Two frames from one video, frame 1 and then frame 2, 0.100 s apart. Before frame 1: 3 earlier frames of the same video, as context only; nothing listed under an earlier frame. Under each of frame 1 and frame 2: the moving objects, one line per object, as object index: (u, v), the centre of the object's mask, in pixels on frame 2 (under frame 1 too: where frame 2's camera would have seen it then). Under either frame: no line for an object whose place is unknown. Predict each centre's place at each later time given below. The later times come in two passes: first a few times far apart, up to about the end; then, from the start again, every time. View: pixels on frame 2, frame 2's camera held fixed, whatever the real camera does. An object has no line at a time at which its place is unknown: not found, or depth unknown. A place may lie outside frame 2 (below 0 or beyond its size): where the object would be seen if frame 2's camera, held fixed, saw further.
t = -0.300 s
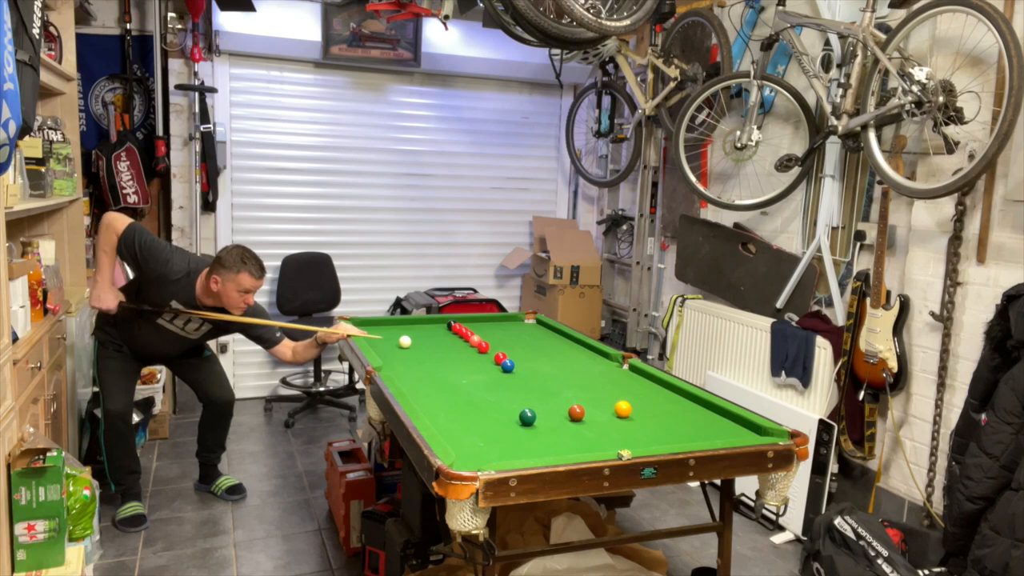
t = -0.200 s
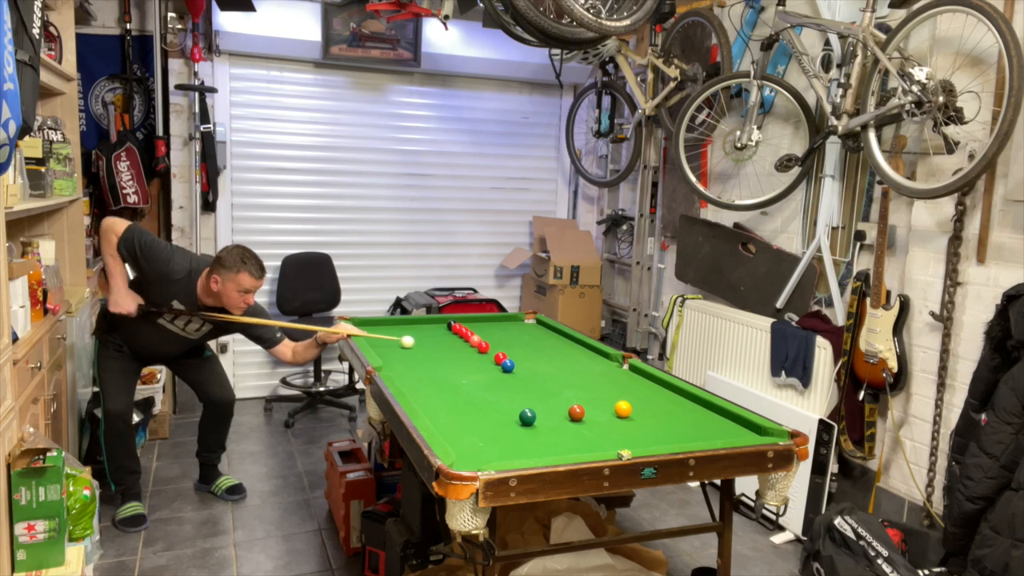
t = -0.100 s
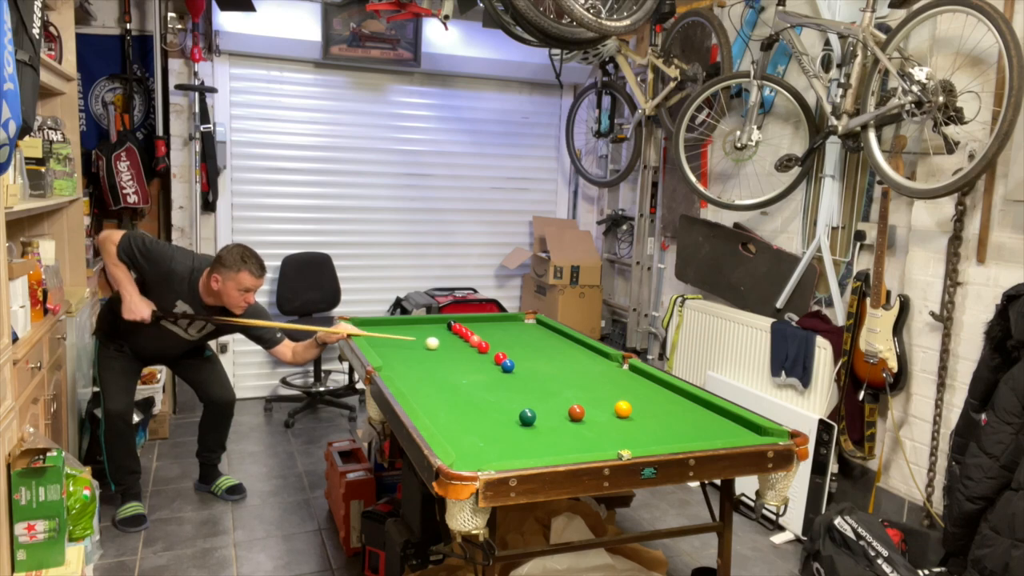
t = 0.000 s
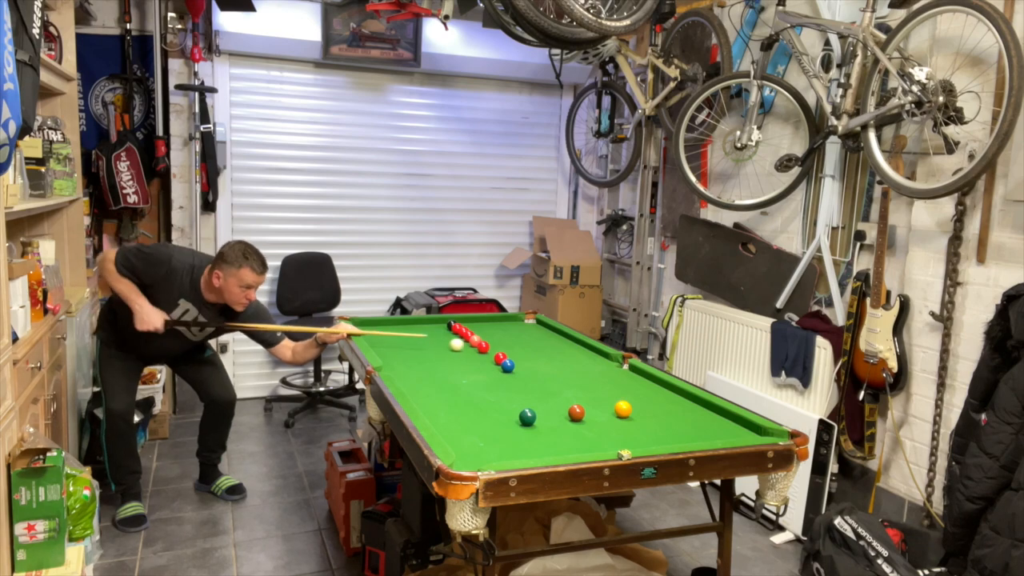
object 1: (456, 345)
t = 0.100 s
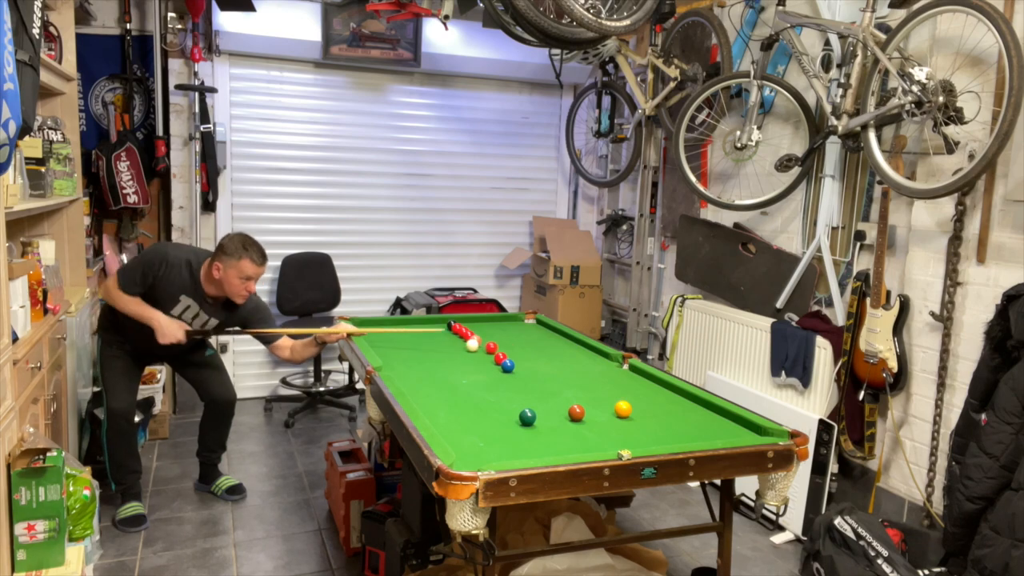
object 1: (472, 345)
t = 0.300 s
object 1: (484, 345)
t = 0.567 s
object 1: (498, 344)
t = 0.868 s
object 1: (511, 344)
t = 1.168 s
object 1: (522, 344)
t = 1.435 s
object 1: (529, 344)
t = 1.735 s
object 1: (535, 343)
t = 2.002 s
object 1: (538, 343)
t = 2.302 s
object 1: (538, 343)
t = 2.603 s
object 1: (538, 343)
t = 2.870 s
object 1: (538, 343)
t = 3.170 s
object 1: (538, 343)
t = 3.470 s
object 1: (538, 343)
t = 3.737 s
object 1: (538, 343)
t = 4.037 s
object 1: (538, 343)
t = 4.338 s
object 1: (538, 343)
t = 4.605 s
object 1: (538, 343)
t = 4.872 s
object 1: (538, 343)
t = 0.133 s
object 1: (473, 345)
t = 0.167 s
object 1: (475, 345)
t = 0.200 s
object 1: (477, 345)
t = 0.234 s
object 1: (480, 345)
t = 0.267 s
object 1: (482, 345)
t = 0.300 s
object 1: (484, 345)
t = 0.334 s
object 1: (486, 345)
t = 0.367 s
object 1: (487, 345)
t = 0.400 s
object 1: (489, 345)
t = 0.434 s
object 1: (491, 344)
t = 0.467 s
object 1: (492, 344)
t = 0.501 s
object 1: (494, 344)
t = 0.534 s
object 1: (496, 344)
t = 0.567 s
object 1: (498, 344)
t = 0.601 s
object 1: (499, 344)
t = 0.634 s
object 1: (501, 344)
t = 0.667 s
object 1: (502, 344)
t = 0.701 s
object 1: (504, 344)
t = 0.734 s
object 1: (505, 344)
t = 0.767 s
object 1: (507, 344)
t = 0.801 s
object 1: (508, 344)
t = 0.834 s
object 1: (510, 344)
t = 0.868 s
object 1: (511, 344)
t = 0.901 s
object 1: (512, 344)
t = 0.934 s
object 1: (513, 344)
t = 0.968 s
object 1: (515, 344)
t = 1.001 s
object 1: (516, 344)
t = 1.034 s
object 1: (517, 344)
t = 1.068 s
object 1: (519, 344)
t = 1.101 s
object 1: (520, 344)
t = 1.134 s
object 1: (521, 344)
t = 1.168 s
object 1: (522, 344)
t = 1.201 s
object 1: (523, 344)
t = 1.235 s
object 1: (524, 344)
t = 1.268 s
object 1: (525, 344)
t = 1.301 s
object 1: (526, 344)
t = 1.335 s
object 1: (527, 344)
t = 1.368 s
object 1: (528, 344)
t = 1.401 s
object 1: (528, 344)
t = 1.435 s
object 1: (529, 344)
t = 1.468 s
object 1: (530, 344)
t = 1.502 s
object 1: (531, 344)
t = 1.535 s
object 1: (531, 344)
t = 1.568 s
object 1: (532, 344)
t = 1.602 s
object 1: (533, 344)
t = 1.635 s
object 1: (533, 344)
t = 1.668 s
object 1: (534, 343)
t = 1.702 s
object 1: (535, 343)
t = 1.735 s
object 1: (535, 343)
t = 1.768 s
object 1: (536, 343)
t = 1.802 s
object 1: (536, 343)
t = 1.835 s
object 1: (536, 343)
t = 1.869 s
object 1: (537, 343)
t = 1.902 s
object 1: (537, 343)
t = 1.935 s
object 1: (537, 343)
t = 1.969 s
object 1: (537, 343)
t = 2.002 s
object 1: (538, 343)
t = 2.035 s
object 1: (538, 343)
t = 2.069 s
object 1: (538, 343)
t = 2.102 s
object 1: (538, 343)
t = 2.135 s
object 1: (538, 343)
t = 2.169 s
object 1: (538, 343)
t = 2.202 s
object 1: (538, 343)
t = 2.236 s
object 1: (538, 343)
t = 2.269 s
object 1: (538, 343)
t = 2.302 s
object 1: (538, 343)
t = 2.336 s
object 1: (538, 343)
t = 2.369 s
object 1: (538, 343)
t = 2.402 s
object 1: (538, 343)
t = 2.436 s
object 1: (538, 343)
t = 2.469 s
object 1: (538, 343)
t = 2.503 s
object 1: (538, 343)
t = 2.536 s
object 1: (538, 343)
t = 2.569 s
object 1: (538, 343)
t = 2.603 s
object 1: (538, 343)
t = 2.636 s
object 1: (538, 343)
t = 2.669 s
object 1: (538, 343)
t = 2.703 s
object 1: (538, 343)
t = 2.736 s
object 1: (538, 343)
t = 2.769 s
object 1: (538, 343)
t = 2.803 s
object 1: (538, 343)
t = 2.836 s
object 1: (538, 343)
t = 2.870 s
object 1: (538, 343)
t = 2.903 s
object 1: (538, 343)
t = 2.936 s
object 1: (538, 343)
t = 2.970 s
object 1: (538, 343)
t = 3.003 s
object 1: (538, 343)
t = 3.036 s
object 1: (538, 343)
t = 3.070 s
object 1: (538, 343)
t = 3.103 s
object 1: (538, 343)
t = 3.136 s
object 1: (538, 343)
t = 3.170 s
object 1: (538, 343)
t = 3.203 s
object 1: (538, 343)
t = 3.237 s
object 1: (538, 343)
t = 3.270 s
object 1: (538, 343)
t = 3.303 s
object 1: (538, 343)
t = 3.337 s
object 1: (538, 343)
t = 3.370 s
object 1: (538, 343)
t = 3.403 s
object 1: (538, 343)
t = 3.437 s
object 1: (538, 343)
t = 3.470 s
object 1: (538, 343)
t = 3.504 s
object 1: (538, 343)
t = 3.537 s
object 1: (538, 343)
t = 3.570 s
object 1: (538, 343)
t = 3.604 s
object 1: (538, 343)
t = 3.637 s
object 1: (538, 343)
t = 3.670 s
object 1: (538, 343)
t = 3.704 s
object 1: (538, 343)
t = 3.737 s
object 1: (538, 343)
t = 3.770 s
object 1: (538, 343)
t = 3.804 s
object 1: (538, 343)
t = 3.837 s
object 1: (538, 343)
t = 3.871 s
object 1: (538, 343)
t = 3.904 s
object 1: (538, 343)
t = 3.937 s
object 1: (538, 343)
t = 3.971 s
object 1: (538, 343)
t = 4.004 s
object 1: (538, 343)
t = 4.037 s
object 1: (538, 343)
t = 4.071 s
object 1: (538, 343)
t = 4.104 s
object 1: (538, 343)
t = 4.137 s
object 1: (538, 343)
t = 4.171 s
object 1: (538, 343)
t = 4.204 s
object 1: (538, 343)
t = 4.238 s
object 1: (538, 343)
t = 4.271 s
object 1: (538, 343)
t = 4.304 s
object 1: (538, 343)
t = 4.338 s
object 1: (538, 343)
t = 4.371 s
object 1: (538, 343)
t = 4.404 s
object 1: (538, 343)
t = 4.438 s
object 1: (538, 343)
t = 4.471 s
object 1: (538, 343)
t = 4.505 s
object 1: (538, 343)
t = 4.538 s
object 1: (538, 343)
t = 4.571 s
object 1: (538, 343)
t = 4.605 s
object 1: (538, 343)
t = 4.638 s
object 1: (538, 343)
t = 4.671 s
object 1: (538, 343)
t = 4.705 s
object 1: (538, 343)
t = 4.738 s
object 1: (538, 343)
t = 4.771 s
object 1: (538, 343)
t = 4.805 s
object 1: (538, 343)
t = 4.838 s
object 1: (538, 343)
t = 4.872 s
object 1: (538, 343)
